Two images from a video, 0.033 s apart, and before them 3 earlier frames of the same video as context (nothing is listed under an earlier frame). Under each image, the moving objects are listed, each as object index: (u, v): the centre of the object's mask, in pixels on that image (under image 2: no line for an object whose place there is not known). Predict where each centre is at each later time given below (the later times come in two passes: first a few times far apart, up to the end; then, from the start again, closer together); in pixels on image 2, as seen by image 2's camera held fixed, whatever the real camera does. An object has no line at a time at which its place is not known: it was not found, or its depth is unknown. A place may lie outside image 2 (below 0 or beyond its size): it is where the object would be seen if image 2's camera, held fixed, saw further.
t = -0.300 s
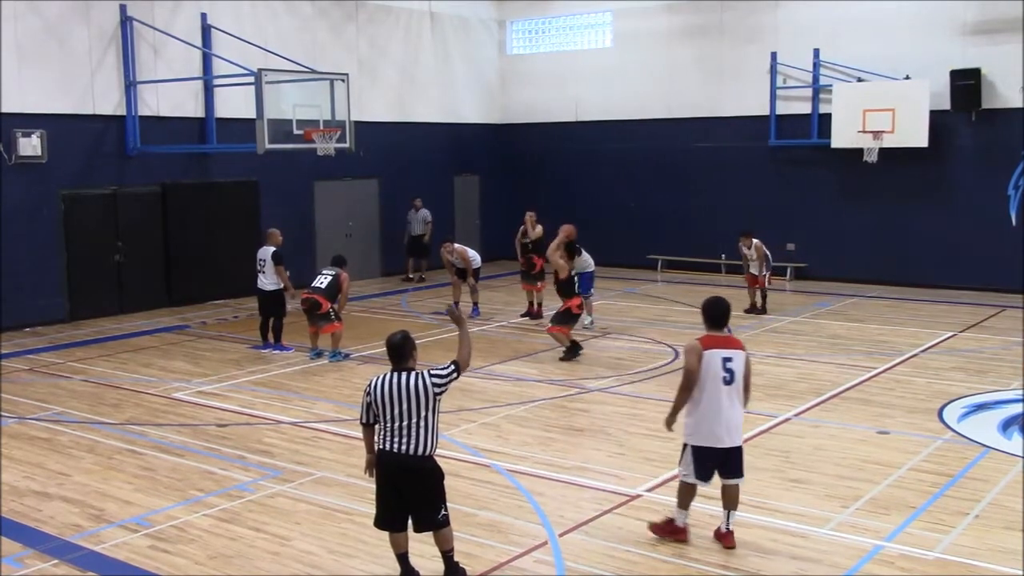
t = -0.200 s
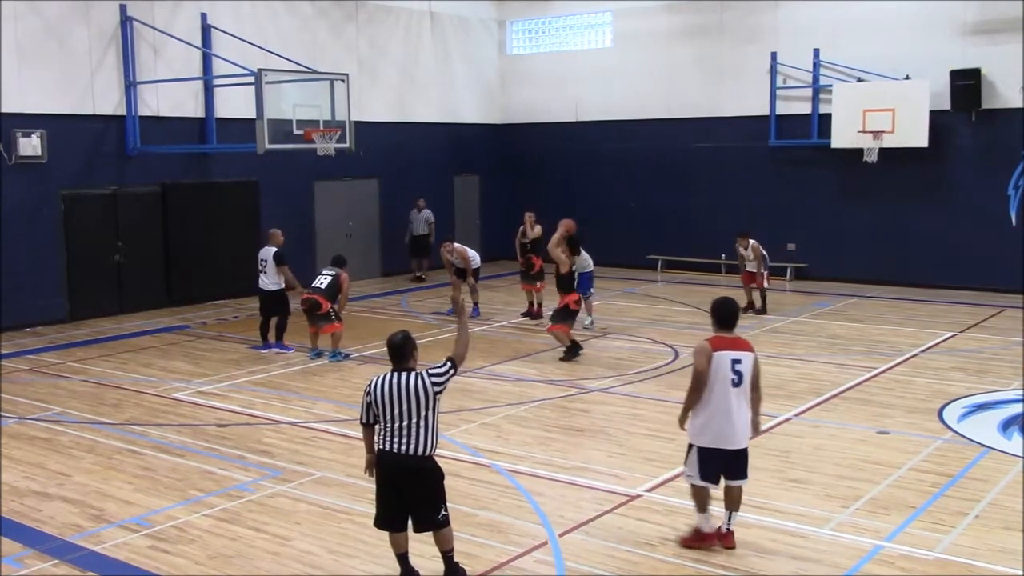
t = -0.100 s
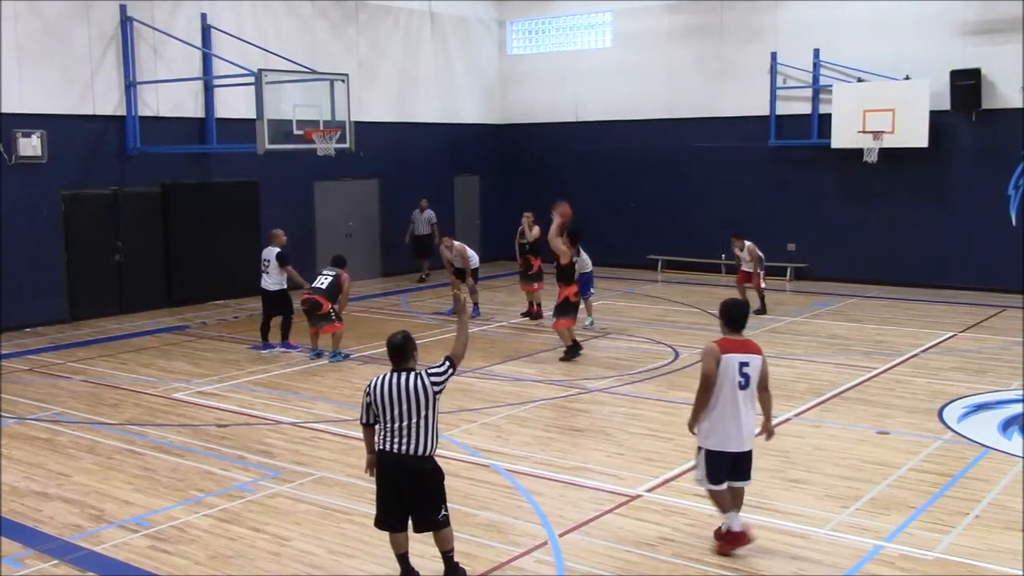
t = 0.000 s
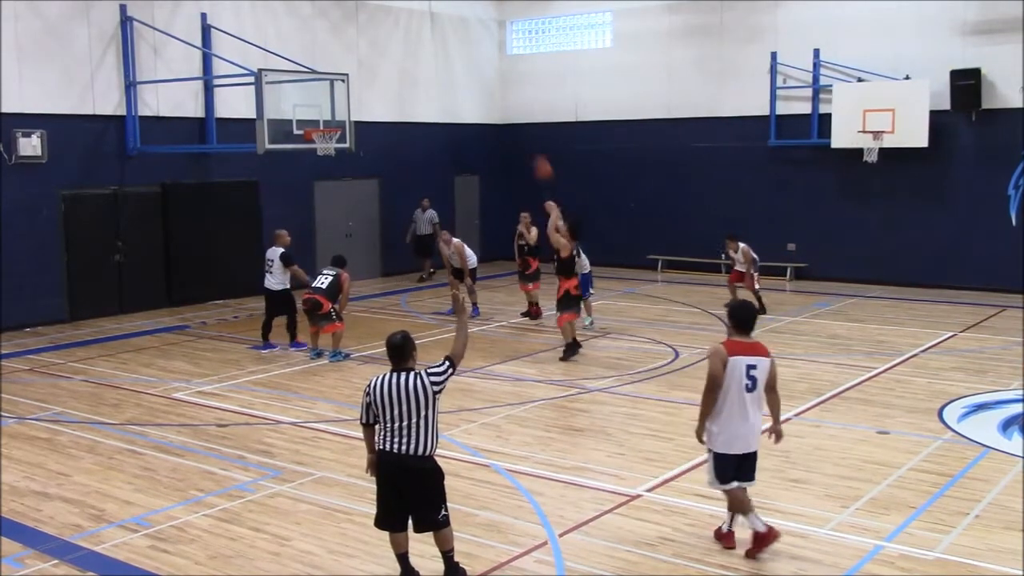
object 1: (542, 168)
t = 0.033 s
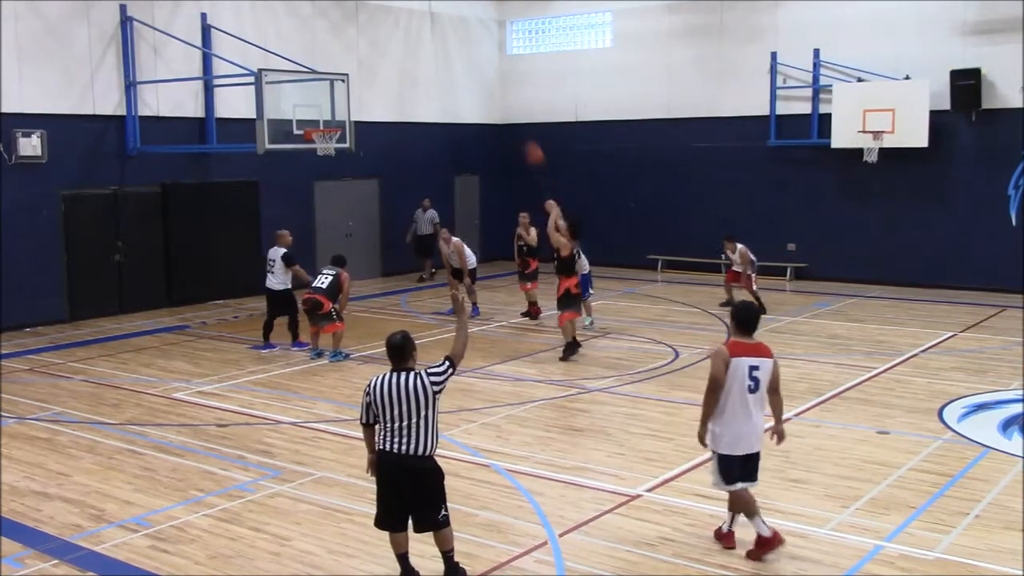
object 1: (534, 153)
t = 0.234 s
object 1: (485, 87)
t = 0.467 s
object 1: (433, 47)
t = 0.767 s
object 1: (374, 53)
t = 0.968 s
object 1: (339, 88)
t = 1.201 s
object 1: (320, 96)
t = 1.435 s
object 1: (326, 53)
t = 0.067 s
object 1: (526, 140)
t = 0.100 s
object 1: (519, 130)
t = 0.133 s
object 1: (509, 117)
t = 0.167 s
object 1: (501, 106)
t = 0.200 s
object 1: (494, 96)
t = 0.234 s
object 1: (485, 87)
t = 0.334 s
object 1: (462, 64)
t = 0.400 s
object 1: (448, 54)
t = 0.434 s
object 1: (441, 50)
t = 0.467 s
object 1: (433, 47)
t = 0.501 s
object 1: (426, 44)
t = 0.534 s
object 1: (419, 43)
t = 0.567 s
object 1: (412, 42)
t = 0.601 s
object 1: (406, 42)
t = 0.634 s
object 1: (399, 43)
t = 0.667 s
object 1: (393, 44)
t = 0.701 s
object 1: (386, 46)
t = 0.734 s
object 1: (380, 49)
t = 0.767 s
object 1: (374, 53)
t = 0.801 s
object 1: (368, 57)
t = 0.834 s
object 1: (362, 62)
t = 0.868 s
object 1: (356, 67)
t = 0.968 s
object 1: (339, 88)
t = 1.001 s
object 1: (334, 96)
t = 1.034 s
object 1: (328, 106)
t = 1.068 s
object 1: (323, 114)
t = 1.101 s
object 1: (319, 121)
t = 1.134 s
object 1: (319, 113)
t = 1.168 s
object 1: (320, 104)
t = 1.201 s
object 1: (320, 96)
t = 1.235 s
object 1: (322, 88)
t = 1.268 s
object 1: (322, 81)
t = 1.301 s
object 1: (323, 74)
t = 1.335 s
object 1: (324, 67)
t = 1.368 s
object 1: (324, 62)
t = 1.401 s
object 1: (325, 57)
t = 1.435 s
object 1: (326, 53)
